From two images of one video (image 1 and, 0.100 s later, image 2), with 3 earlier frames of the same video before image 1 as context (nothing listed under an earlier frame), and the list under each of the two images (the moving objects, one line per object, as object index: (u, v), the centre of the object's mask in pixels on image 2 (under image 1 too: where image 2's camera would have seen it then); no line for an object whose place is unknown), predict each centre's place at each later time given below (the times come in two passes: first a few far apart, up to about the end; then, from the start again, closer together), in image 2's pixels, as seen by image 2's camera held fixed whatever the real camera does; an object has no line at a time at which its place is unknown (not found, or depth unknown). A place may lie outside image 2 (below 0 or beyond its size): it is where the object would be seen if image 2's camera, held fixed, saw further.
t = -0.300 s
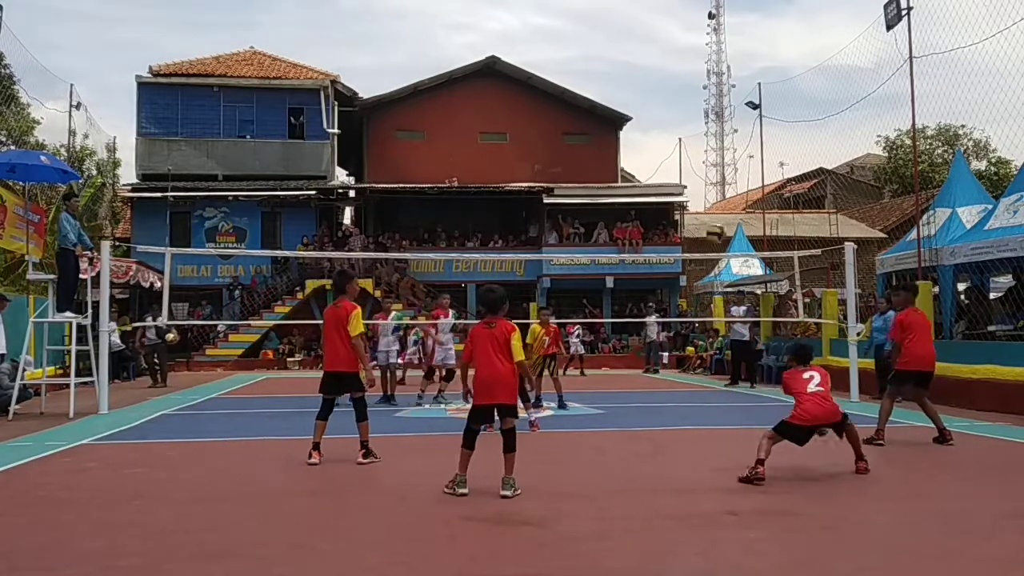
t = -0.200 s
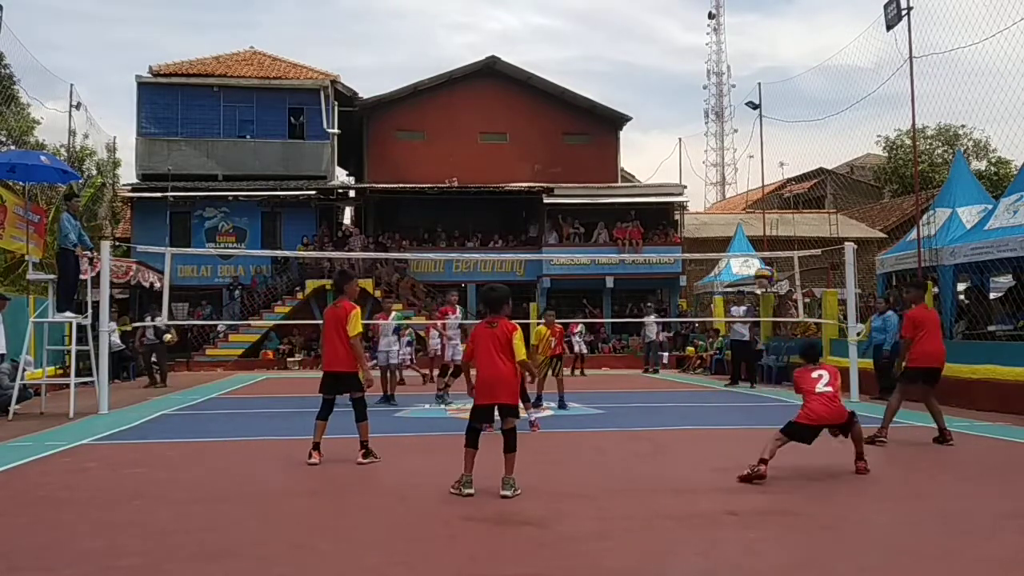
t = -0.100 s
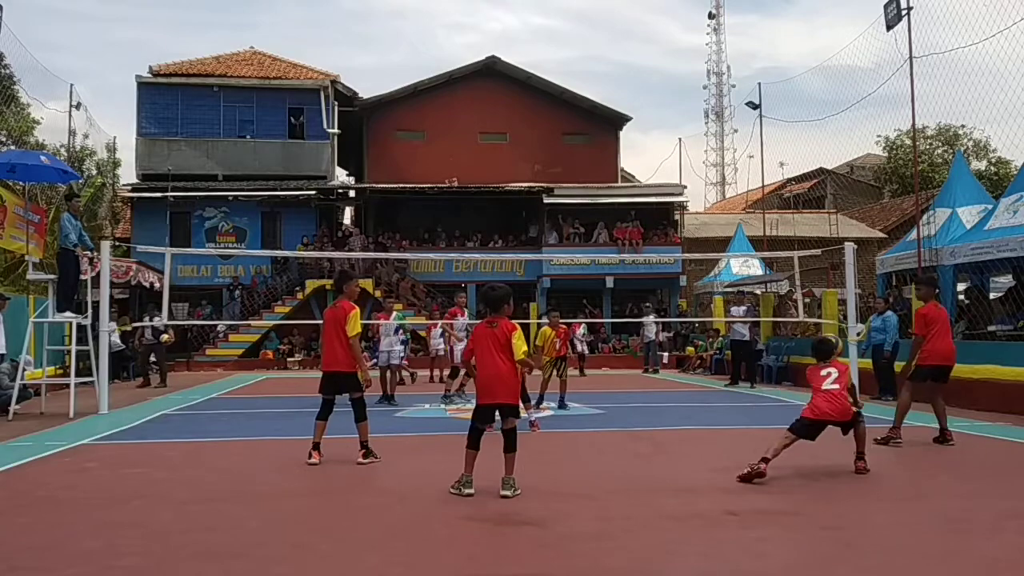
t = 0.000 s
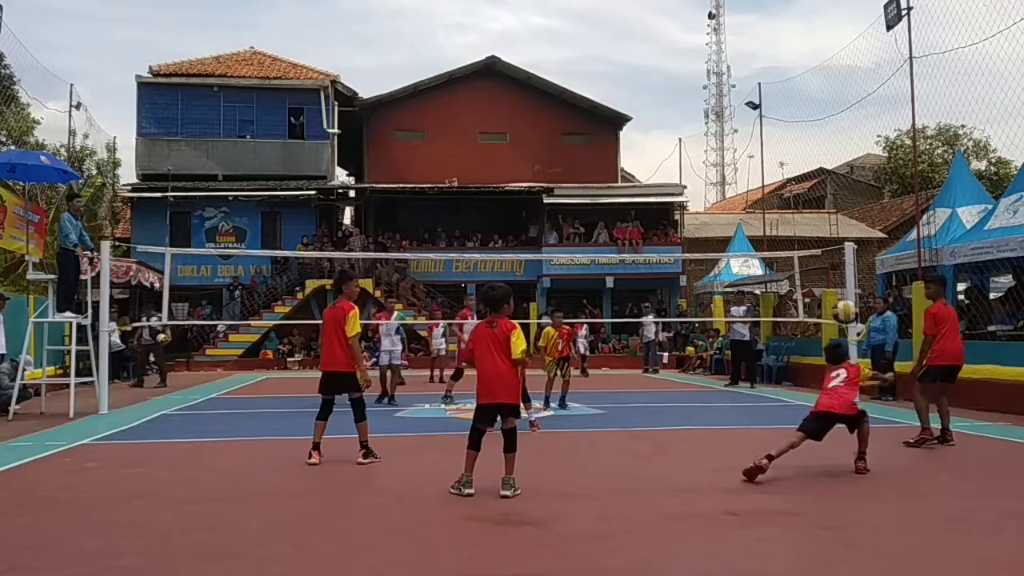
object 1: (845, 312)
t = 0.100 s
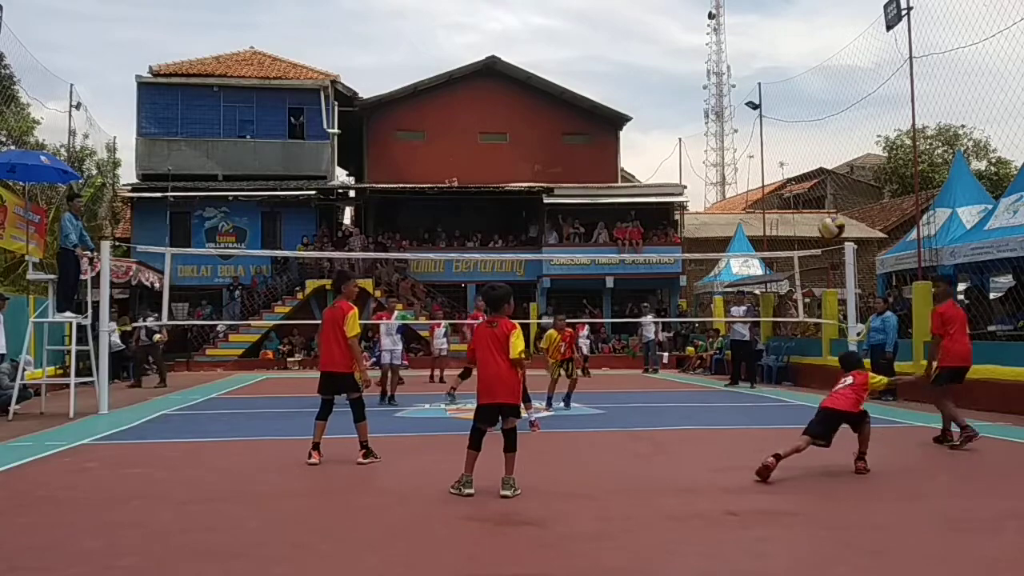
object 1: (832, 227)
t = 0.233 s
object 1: (814, 139)
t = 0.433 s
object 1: (791, 51)
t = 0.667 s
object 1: (769, 8)
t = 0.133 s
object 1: (827, 201)
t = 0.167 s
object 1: (822, 179)
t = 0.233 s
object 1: (814, 139)
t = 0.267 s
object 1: (810, 121)
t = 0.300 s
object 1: (806, 104)
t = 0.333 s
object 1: (802, 89)
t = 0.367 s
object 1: (798, 75)
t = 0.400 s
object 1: (795, 62)
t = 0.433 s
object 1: (791, 51)
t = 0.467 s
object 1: (787, 41)
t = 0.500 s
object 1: (784, 32)
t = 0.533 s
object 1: (781, 25)
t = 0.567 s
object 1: (778, 19)
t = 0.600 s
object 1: (775, 14)
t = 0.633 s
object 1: (772, 10)
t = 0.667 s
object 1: (769, 8)
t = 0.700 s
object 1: (766, 8)
